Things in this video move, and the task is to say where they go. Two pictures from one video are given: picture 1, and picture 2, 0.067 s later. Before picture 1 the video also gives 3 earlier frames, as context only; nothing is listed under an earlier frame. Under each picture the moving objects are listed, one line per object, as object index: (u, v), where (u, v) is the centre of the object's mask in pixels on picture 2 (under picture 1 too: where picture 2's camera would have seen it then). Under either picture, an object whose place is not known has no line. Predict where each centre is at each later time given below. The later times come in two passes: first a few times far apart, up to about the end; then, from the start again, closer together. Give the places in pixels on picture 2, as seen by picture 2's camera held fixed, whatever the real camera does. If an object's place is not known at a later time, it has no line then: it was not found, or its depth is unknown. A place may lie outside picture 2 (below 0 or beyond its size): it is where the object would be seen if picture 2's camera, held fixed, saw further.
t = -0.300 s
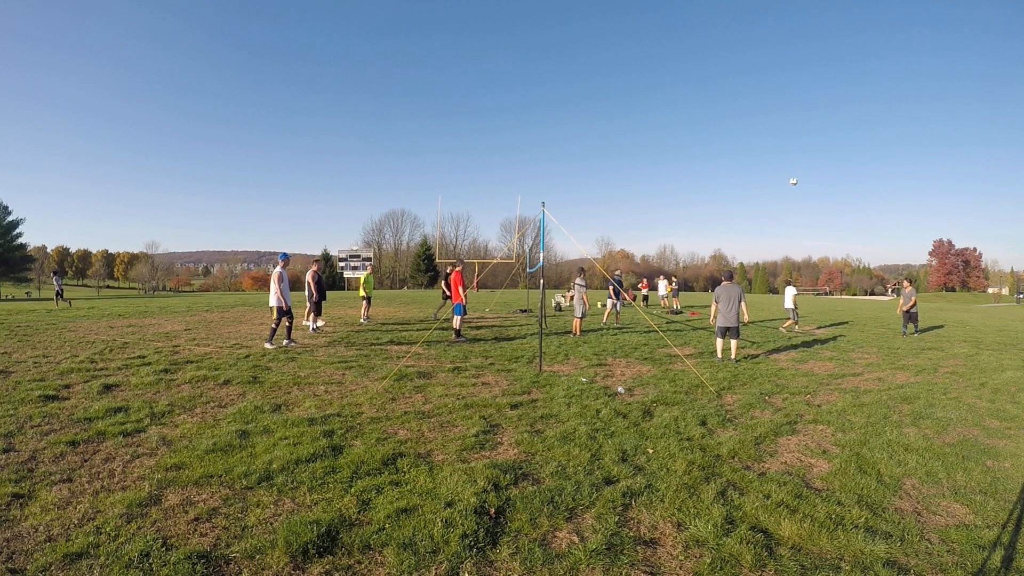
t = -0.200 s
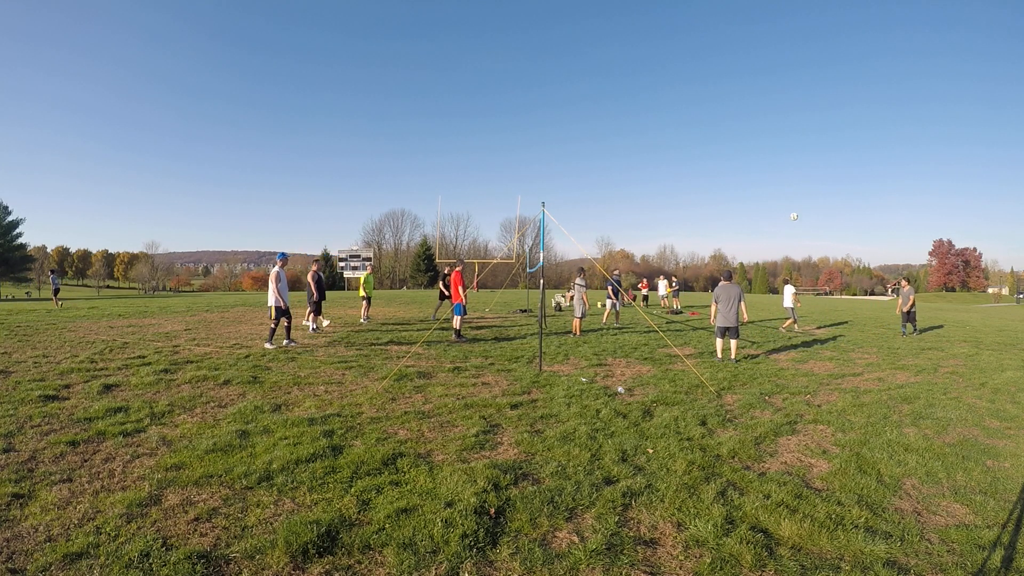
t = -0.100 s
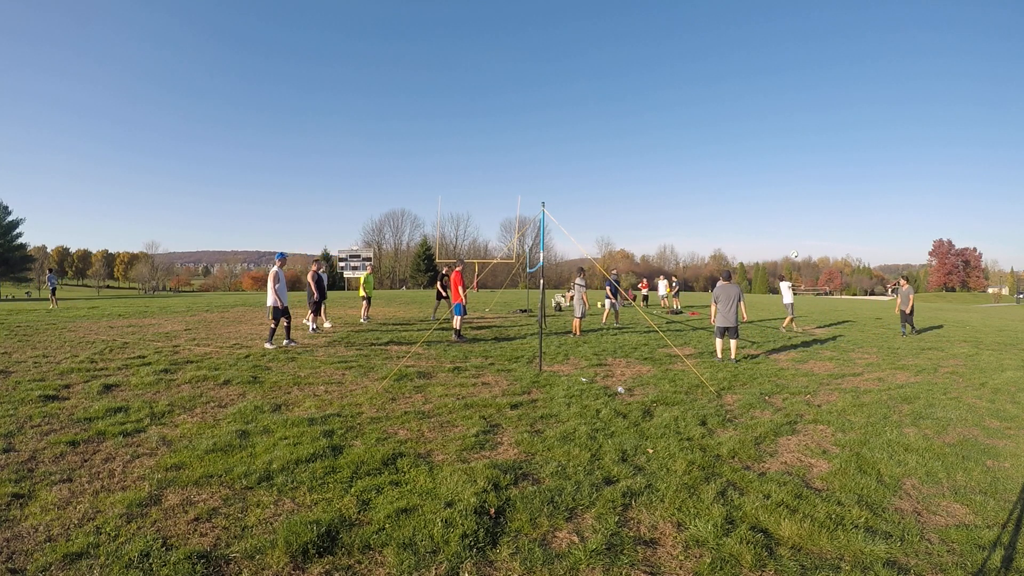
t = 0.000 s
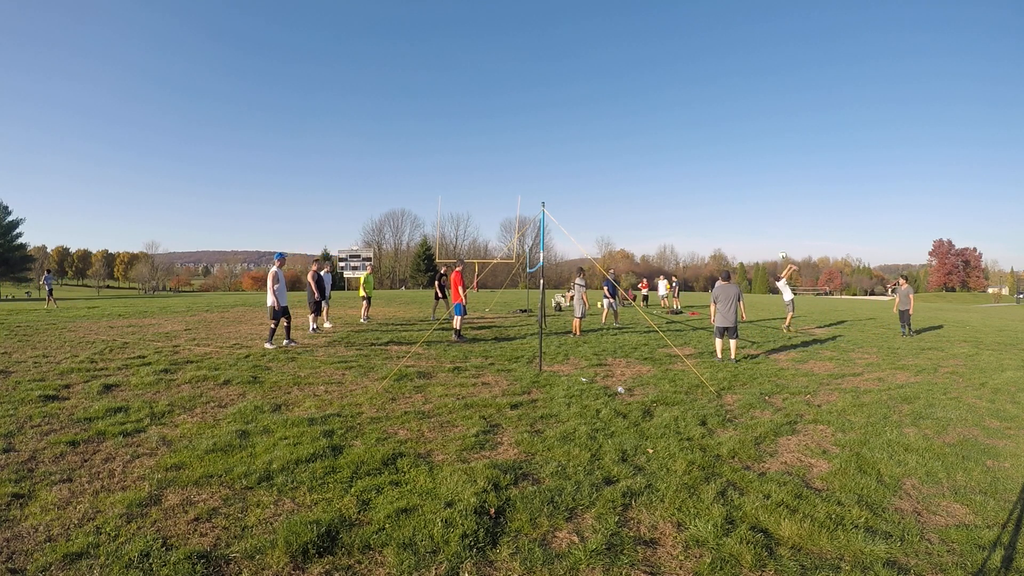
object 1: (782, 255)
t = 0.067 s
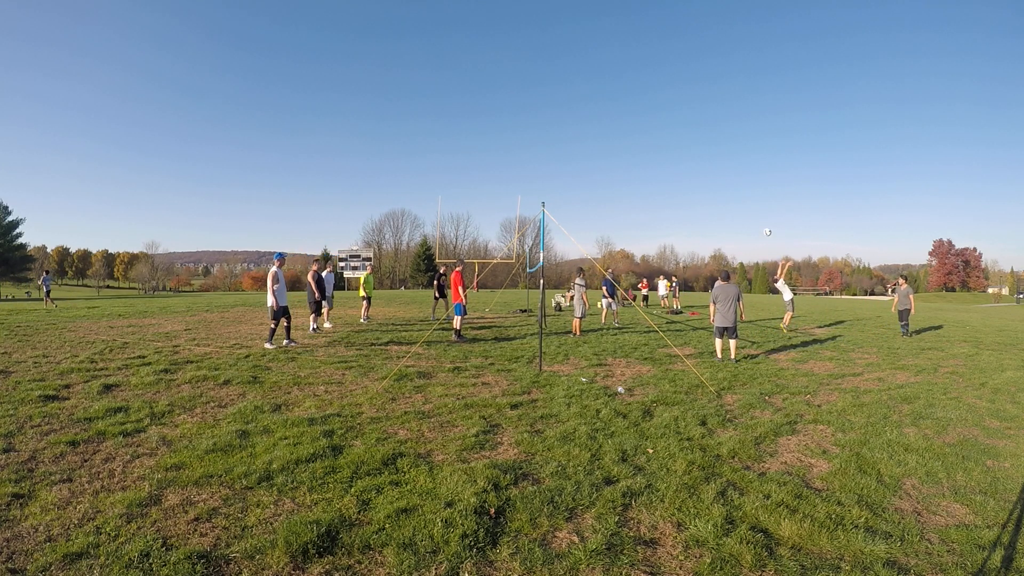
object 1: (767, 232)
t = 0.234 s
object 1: (725, 181)
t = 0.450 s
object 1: (665, 130)
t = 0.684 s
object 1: (594, 93)
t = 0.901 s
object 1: (524, 80)
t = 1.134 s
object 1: (444, 91)
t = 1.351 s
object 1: (366, 127)
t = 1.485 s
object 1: (316, 165)
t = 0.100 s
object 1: (759, 221)
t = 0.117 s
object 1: (755, 216)
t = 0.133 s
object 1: (751, 211)
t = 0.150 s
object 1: (747, 205)
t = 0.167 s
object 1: (742, 200)
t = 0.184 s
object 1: (738, 196)
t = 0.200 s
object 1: (734, 191)
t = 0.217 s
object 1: (729, 186)
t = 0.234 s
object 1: (725, 181)
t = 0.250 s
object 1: (721, 177)
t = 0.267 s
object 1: (716, 172)
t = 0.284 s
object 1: (712, 168)
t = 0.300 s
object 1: (707, 164)
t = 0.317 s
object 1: (702, 159)
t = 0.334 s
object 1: (698, 155)
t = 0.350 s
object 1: (693, 152)
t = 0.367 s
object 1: (688, 147)
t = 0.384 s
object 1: (684, 144)
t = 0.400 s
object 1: (679, 140)
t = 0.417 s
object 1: (674, 136)
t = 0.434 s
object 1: (669, 133)
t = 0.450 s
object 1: (665, 130)
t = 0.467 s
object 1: (660, 126)
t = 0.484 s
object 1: (655, 123)
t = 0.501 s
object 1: (650, 120)
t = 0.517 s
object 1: (645, 117)
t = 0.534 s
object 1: (640, 114)
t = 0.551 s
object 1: (635, 111)
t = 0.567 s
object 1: (630, 109)
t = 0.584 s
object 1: (625, 106)
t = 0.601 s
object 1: (620, 104)
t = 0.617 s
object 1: (615, 102)
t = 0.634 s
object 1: (610, 99)
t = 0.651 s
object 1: (604, 97)
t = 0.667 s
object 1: (599, 95)
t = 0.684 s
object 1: (594, 93)
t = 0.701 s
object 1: (589, 91)
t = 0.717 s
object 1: (583, 90)
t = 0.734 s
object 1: (578, 88)
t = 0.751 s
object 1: (573, 87)
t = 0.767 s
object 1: (568, 86)
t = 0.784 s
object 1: (562, 85)
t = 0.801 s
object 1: (557, 84)
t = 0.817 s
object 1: (552, 83)
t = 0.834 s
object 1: (546, 82)
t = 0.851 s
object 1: (541, 81)
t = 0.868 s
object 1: (535, 81)
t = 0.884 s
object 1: (530, 80)
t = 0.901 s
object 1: (524, 80)
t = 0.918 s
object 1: (518, 80)
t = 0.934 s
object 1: (513, 80)
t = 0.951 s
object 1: (508, 80)
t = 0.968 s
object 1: (502, 80)
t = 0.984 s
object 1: (497, 81)
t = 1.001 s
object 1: (491, 81)
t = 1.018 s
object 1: (485, 82)
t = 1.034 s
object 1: (479, 83)
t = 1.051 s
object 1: (473, 83)
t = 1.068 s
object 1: (468, 85)
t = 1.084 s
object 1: (462, 86)
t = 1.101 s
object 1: (456, 87)
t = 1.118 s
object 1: (450, 89)
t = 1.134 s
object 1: (444, 91)
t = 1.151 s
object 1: (438, 92)
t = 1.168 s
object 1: (433, 94)
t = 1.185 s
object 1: (427, 96)
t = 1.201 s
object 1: (420, 99)
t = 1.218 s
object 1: (415, 101)
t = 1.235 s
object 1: (408, 104)
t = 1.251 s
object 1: (403, 107)
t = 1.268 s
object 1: (396, 109)
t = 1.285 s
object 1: (390, 113)
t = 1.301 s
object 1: (384, 116)
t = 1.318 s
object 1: (378, 120)
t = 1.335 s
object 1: (372, 123)
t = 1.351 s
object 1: (366, 127)
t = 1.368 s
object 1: (360, 131)
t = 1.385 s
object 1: (354, 136)
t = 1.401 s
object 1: (347, 140)
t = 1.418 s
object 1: (341, 144)
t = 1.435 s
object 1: (335, 149)
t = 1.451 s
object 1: (329, 154)
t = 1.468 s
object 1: (322, 160)
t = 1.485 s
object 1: (316, 165)
